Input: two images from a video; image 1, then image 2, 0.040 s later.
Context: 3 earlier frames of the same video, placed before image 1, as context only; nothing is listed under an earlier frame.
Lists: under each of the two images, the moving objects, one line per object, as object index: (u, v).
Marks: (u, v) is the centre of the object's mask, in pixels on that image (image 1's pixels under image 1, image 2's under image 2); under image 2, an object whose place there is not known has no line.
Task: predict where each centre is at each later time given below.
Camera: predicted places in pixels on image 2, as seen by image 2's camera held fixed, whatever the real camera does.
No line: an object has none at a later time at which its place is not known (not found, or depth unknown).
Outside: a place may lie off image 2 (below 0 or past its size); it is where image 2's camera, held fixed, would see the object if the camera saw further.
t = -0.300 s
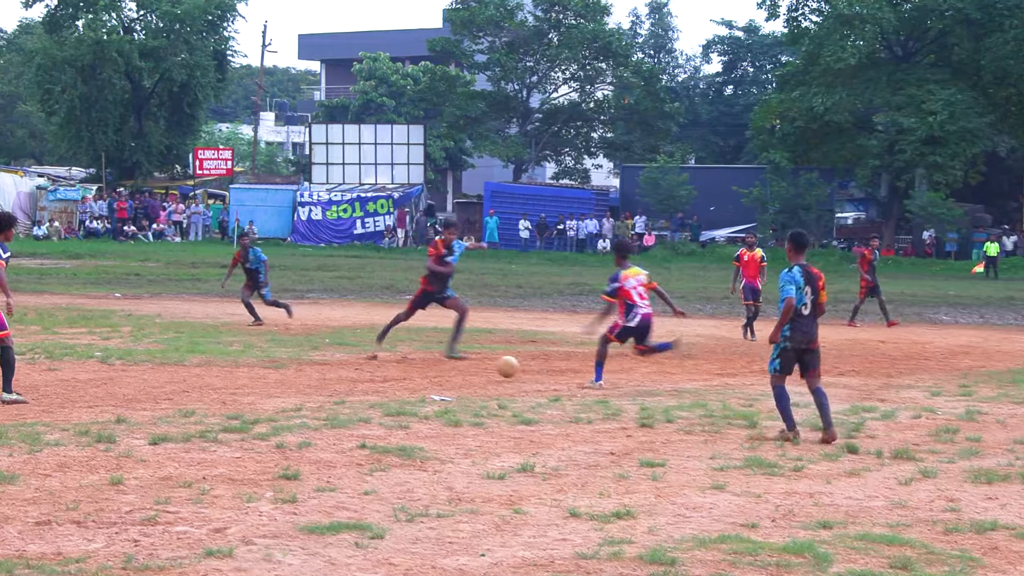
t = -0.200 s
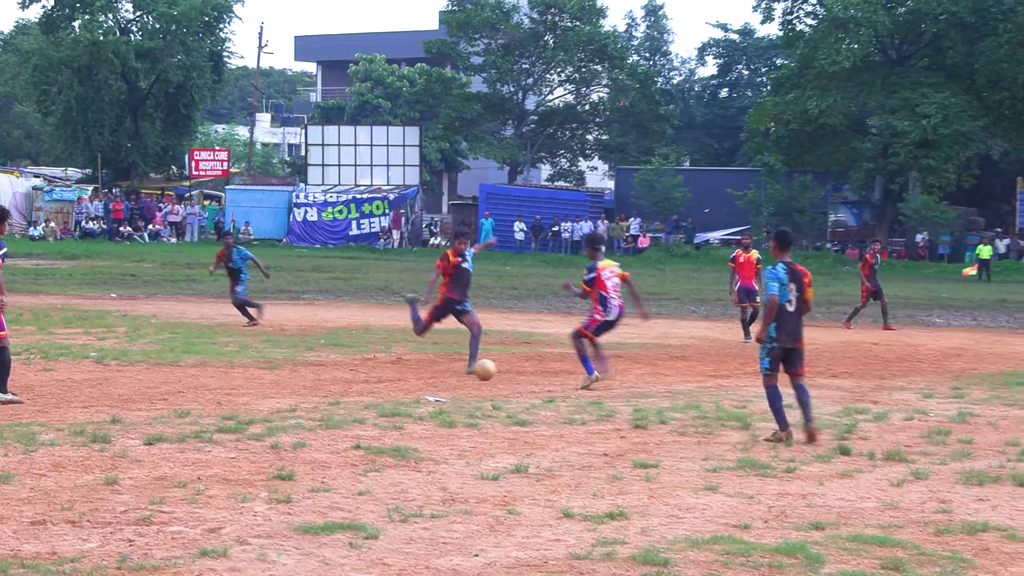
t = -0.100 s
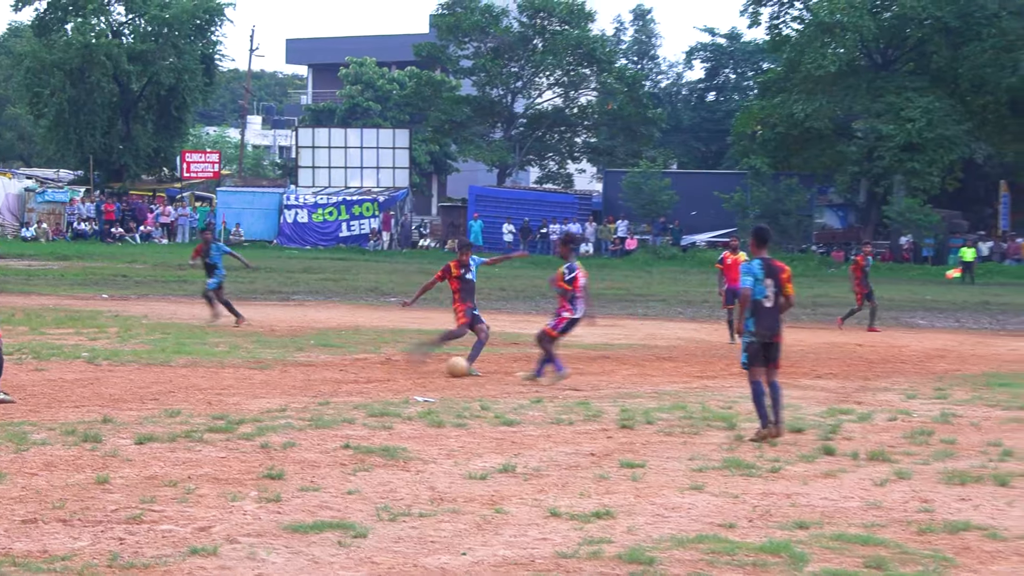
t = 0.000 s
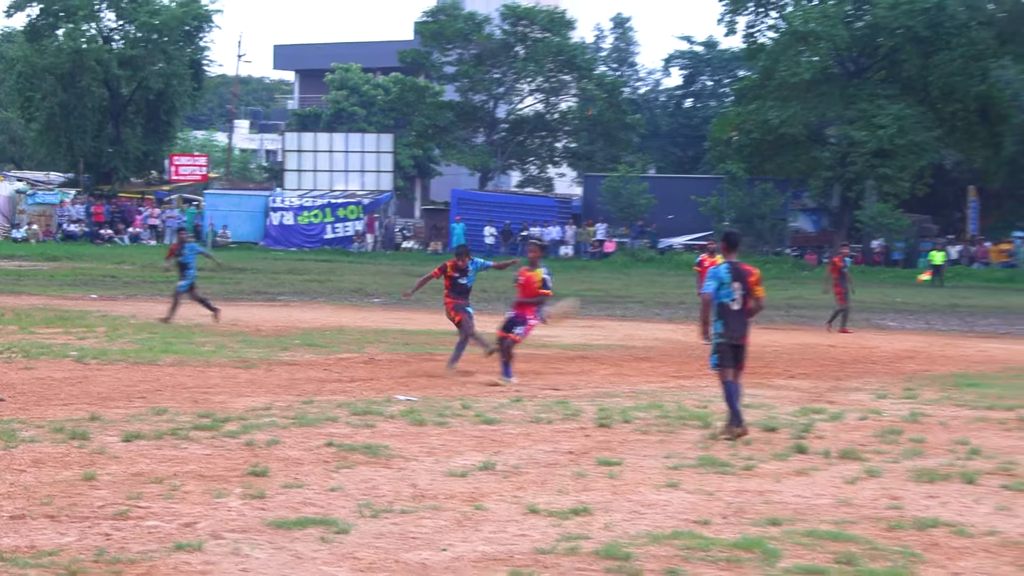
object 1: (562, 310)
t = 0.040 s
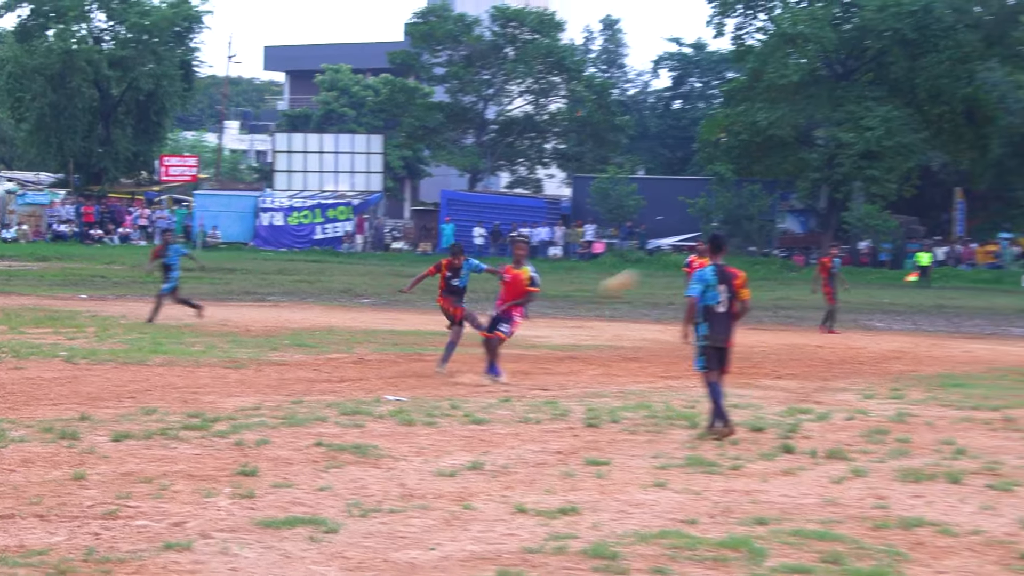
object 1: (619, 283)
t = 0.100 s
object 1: (734, 243)
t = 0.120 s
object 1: (762, 233)
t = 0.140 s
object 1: (802, 220)
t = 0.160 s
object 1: (839, 208)
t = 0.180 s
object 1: (878, 194)
